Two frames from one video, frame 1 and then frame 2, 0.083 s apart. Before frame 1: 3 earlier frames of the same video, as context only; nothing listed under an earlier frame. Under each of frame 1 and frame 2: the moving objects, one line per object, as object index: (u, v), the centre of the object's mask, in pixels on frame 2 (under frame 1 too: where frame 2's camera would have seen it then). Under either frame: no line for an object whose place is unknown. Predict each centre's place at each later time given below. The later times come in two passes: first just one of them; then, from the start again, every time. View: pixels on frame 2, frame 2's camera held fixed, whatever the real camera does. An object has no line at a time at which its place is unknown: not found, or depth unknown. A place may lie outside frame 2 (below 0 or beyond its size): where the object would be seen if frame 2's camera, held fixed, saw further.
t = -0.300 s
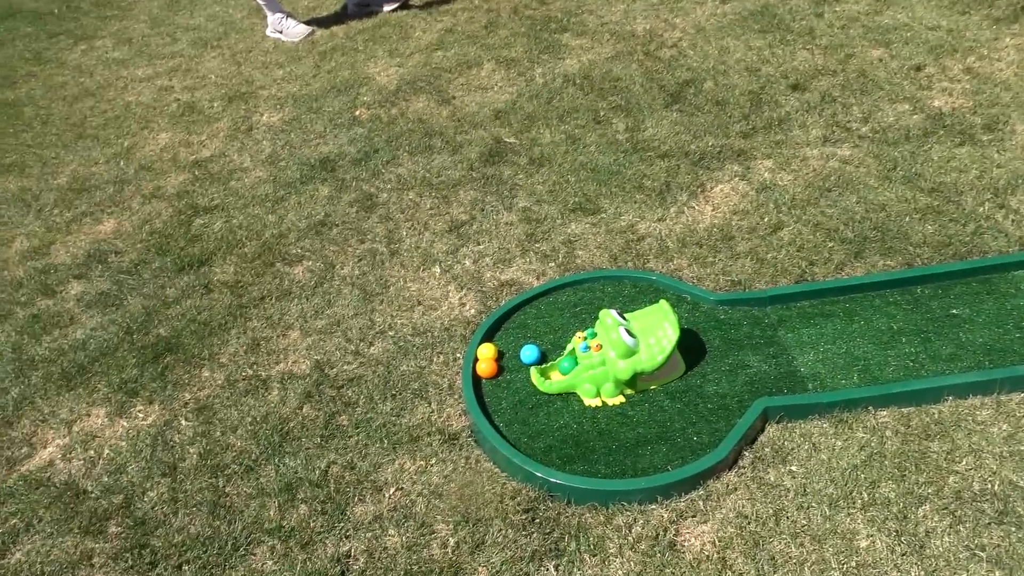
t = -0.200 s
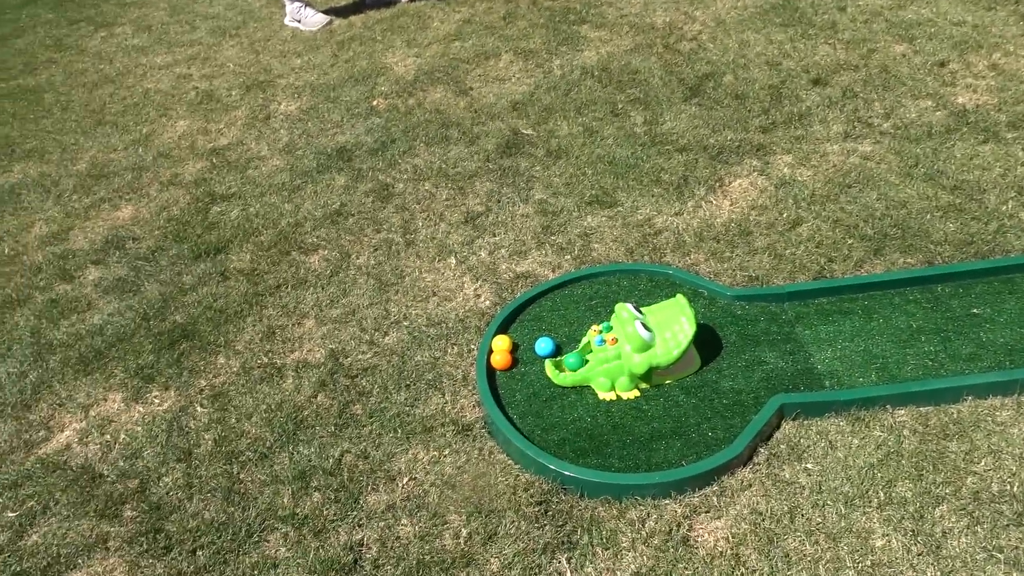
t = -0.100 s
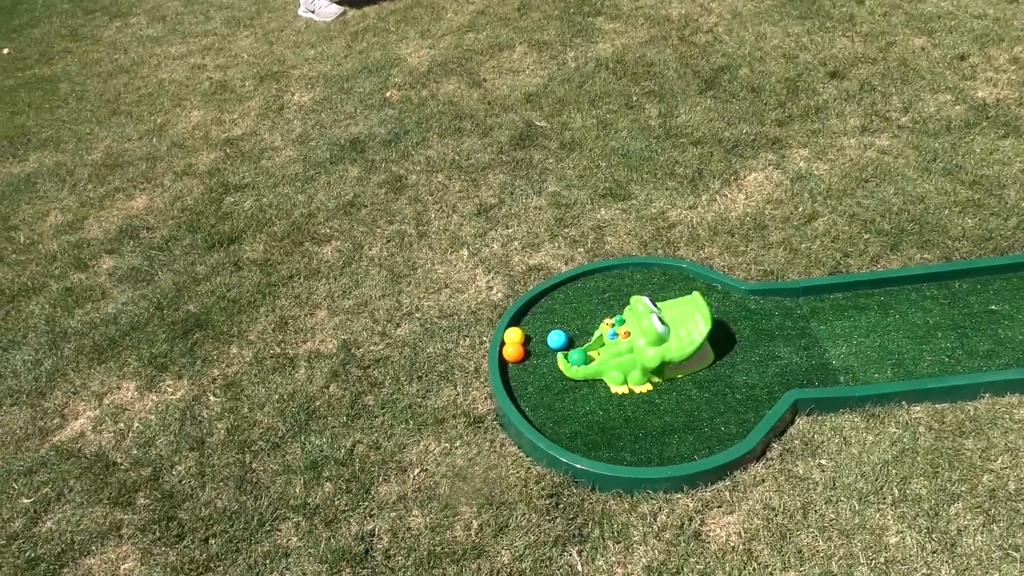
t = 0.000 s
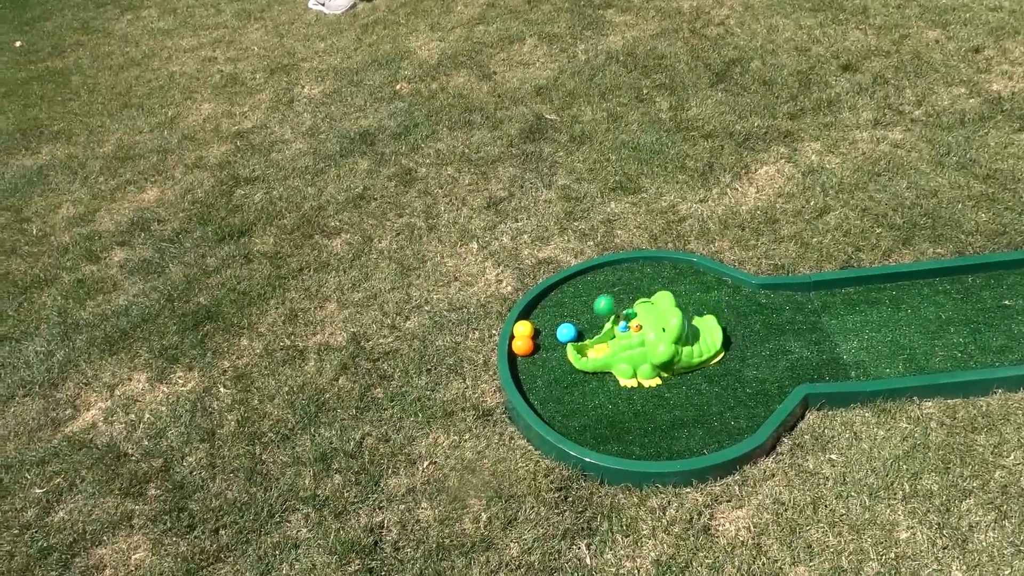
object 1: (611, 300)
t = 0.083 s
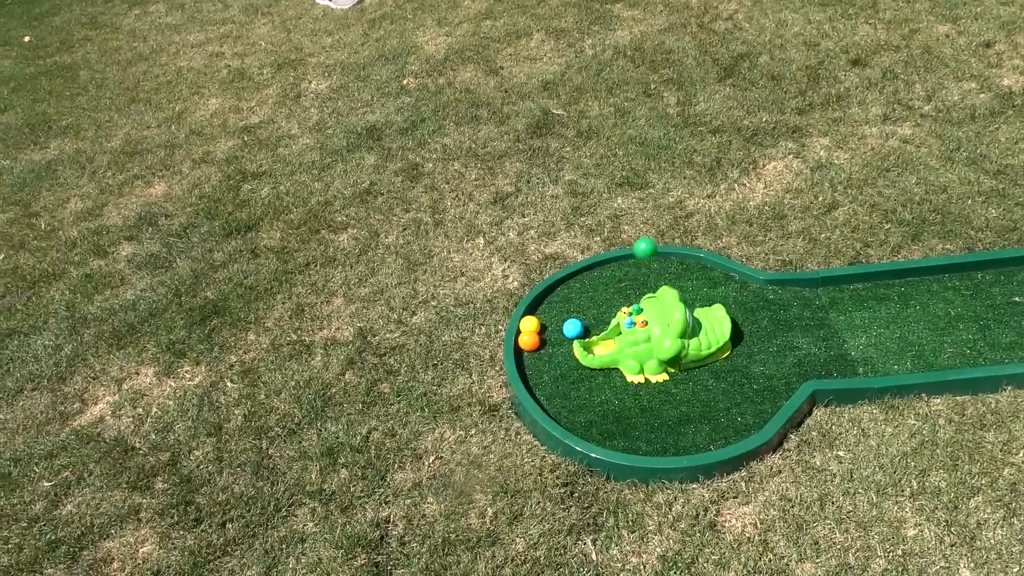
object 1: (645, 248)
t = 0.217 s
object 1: (705, 219)
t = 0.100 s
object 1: (653, 241)
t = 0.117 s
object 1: (660, 233)
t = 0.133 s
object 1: (667, 229)
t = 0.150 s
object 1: (674, 225)
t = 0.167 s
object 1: (683, 221)
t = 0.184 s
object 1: (690, 220)
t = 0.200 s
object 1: (698, 219)
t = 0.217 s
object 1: (705, 219)
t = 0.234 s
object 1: (712, 221)
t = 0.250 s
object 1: (718, 224)
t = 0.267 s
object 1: (726, 228)
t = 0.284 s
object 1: (732, 234)
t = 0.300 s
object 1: (739, 239)
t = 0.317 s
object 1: (746, 247)
